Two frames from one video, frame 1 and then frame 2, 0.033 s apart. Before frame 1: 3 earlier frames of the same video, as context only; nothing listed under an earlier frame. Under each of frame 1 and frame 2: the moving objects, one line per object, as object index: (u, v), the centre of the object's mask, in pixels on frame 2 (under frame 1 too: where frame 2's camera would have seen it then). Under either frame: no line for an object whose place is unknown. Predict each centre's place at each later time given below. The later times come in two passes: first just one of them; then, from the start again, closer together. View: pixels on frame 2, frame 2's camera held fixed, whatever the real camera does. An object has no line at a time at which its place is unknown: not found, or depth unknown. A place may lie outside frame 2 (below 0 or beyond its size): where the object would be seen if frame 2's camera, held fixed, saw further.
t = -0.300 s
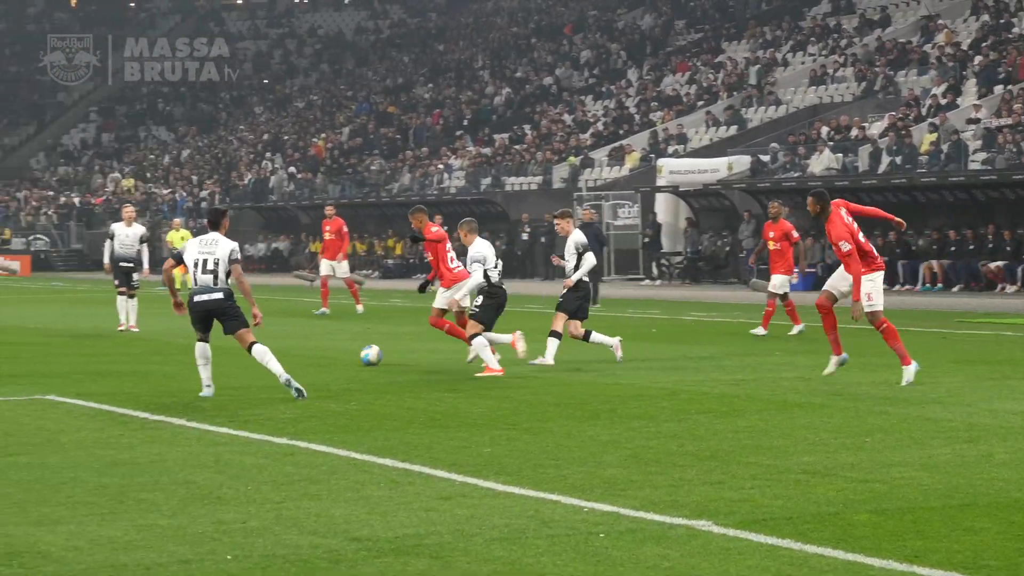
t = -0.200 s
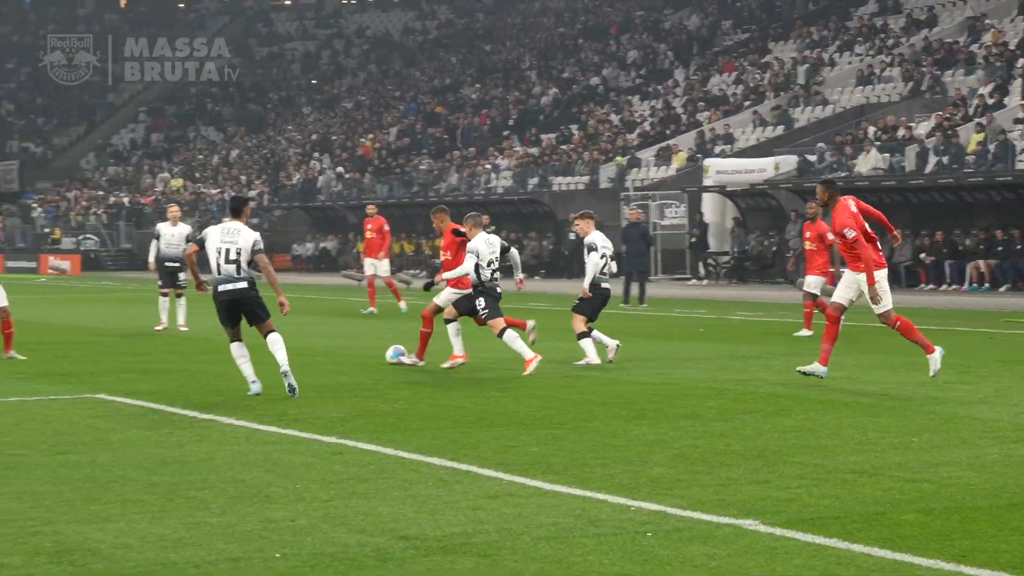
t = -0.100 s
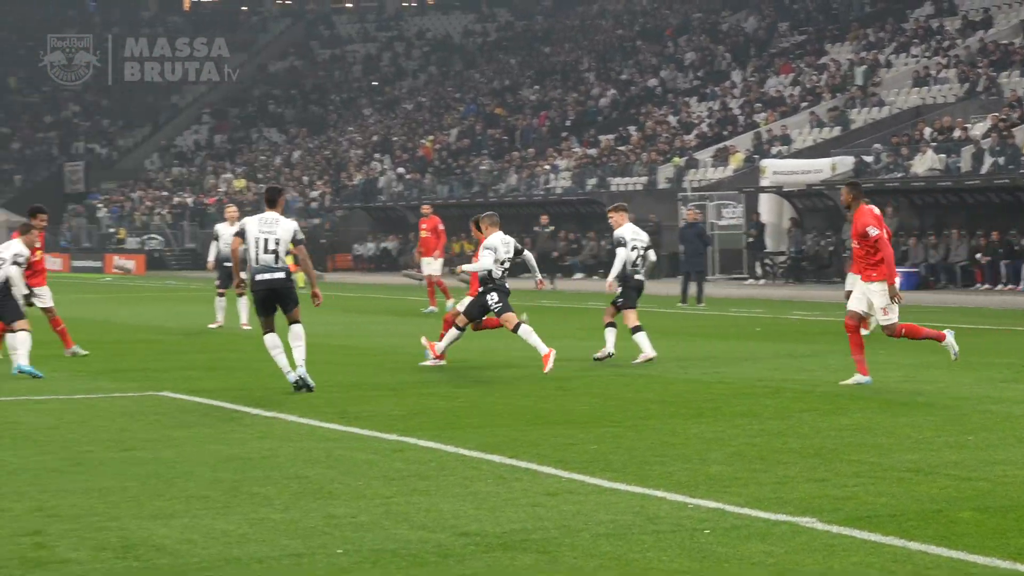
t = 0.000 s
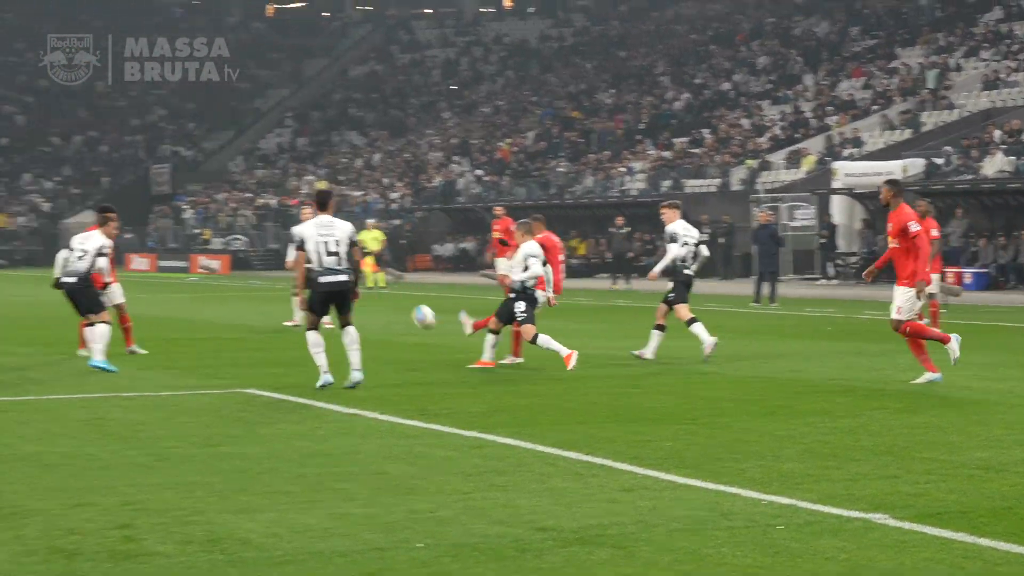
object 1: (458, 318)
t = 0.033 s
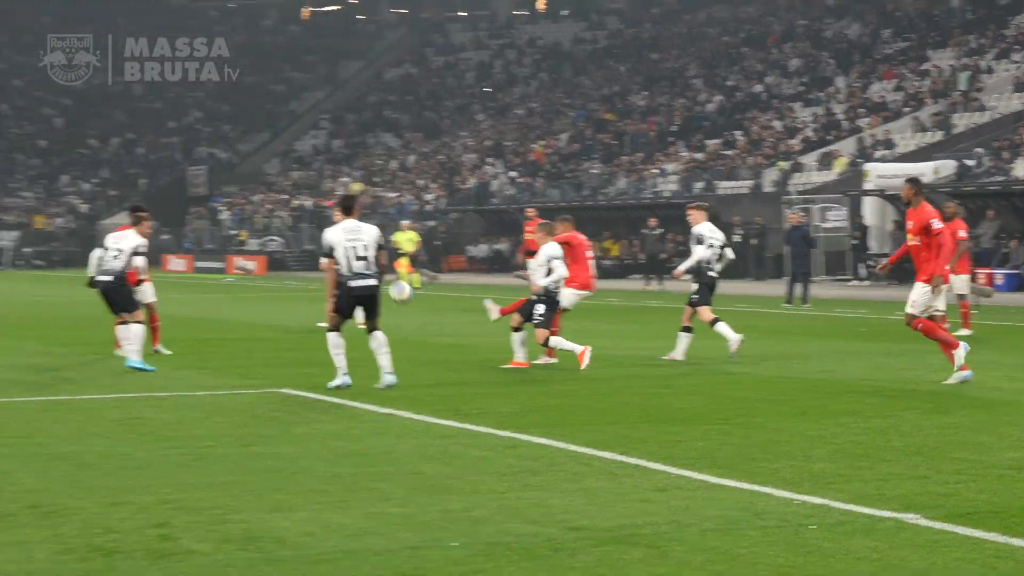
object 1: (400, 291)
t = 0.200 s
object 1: (95, 170)
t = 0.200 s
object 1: (95, 170)
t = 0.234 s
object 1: (28, 147)
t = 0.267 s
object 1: (-44, 121)
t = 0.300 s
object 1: (-116, 97)
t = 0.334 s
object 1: (-196, 71)
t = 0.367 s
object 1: (-281, 45)
